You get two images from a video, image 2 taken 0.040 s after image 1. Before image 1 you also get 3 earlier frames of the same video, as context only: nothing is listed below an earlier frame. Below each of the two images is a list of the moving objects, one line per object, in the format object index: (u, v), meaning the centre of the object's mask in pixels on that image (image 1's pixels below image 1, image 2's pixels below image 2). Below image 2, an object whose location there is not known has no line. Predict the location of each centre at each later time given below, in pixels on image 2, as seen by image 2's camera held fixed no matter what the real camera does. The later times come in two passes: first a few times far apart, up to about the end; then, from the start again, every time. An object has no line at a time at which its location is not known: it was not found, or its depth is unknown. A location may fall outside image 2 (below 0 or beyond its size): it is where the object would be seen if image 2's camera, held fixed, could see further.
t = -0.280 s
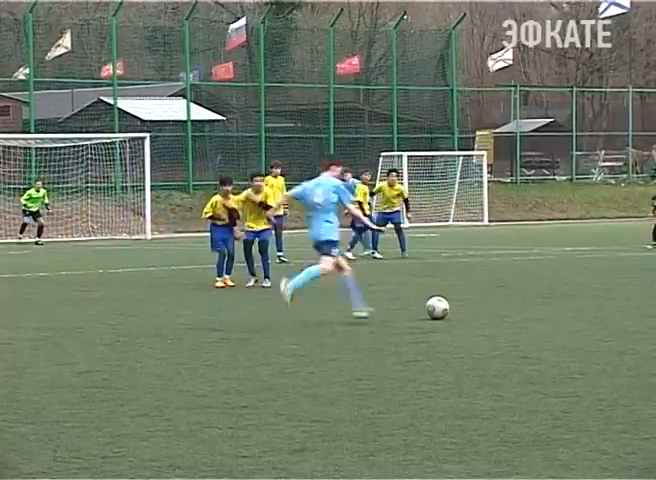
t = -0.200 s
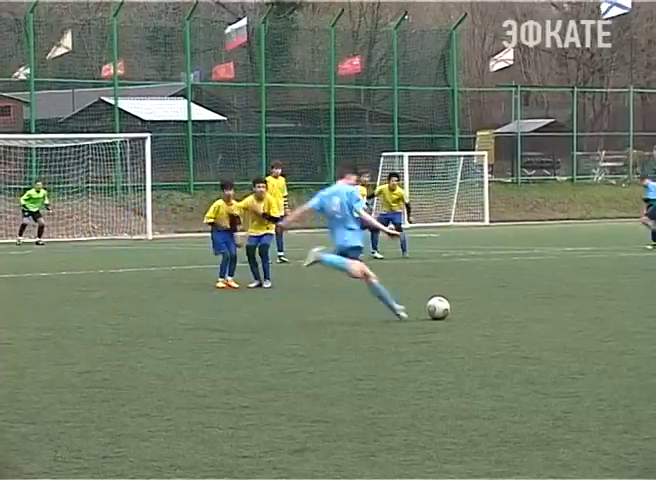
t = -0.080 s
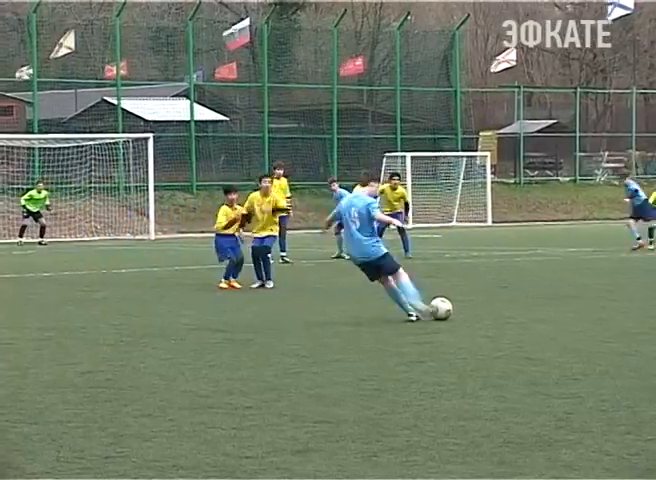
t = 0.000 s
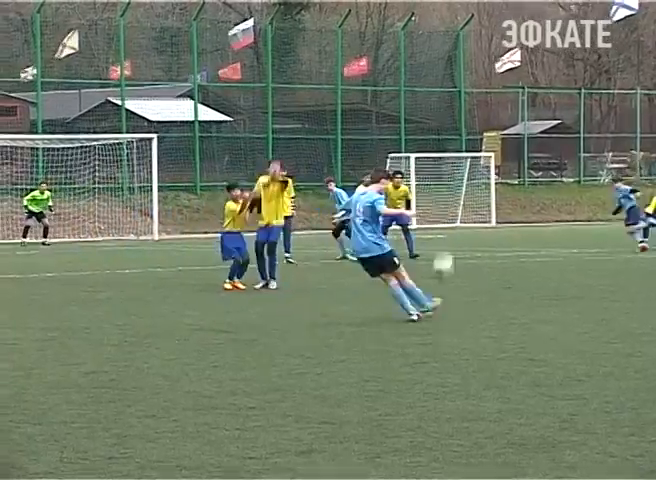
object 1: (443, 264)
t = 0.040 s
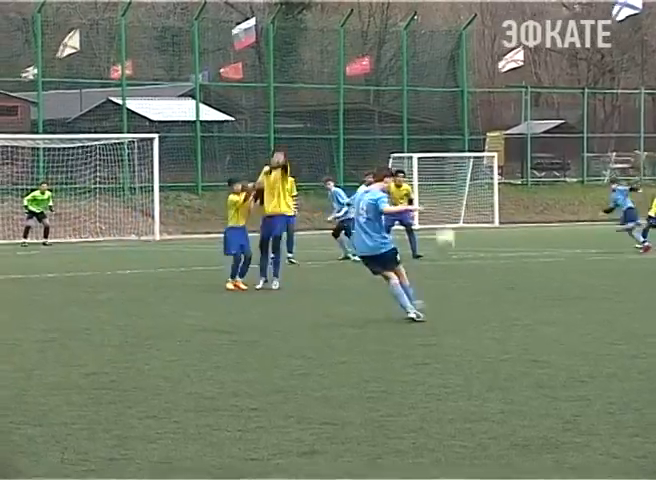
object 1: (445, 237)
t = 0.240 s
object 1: (433, 135)
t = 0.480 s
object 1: (411, 66)
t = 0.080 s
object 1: (443, 213)
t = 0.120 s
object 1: (441, 190)
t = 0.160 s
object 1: (438, 168)
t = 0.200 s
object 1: (436, 150)
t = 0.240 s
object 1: (433, 135)
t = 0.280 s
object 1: (430, 119)
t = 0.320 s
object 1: (426, 106)
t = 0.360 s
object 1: (423, 94)
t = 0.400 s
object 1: (419, 83)
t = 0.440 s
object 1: (416, 74)
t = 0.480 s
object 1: (411, 66)
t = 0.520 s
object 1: (407, 59)
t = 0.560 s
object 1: (402, 54)
